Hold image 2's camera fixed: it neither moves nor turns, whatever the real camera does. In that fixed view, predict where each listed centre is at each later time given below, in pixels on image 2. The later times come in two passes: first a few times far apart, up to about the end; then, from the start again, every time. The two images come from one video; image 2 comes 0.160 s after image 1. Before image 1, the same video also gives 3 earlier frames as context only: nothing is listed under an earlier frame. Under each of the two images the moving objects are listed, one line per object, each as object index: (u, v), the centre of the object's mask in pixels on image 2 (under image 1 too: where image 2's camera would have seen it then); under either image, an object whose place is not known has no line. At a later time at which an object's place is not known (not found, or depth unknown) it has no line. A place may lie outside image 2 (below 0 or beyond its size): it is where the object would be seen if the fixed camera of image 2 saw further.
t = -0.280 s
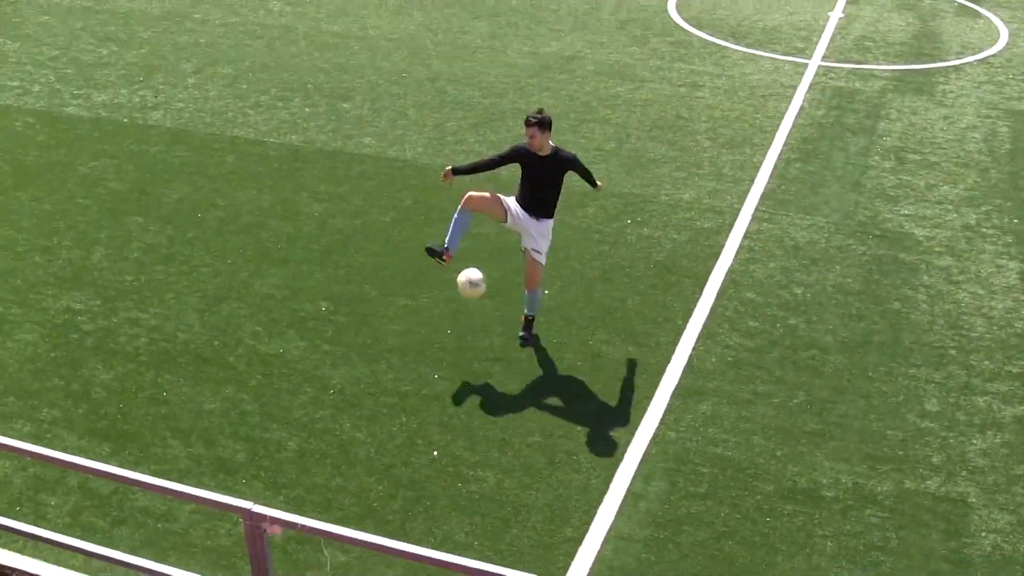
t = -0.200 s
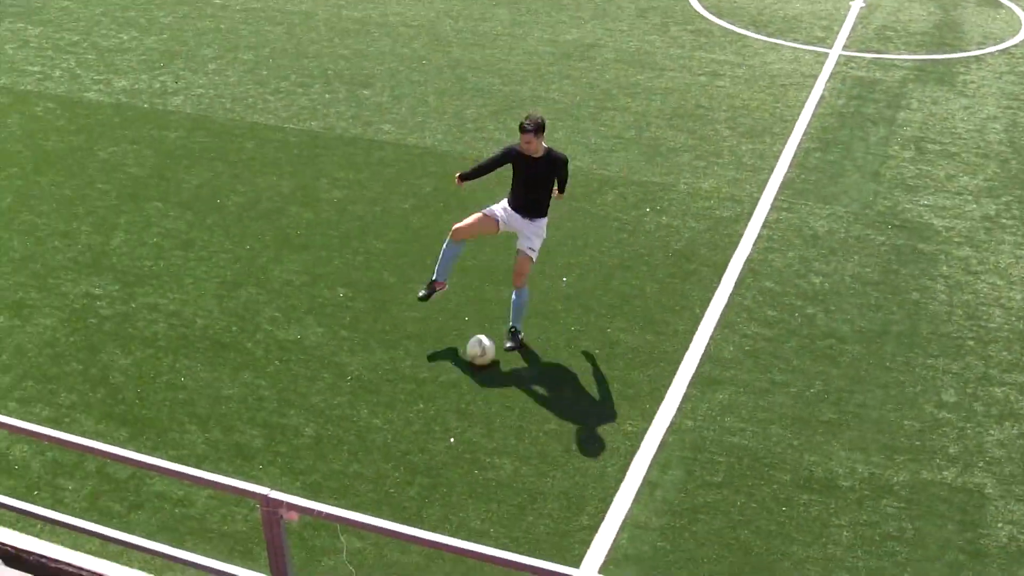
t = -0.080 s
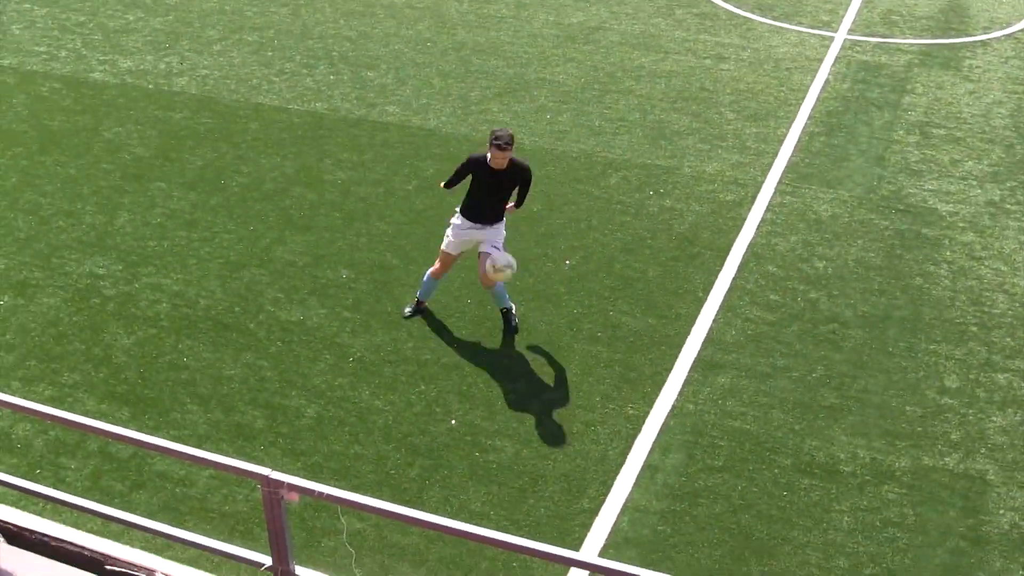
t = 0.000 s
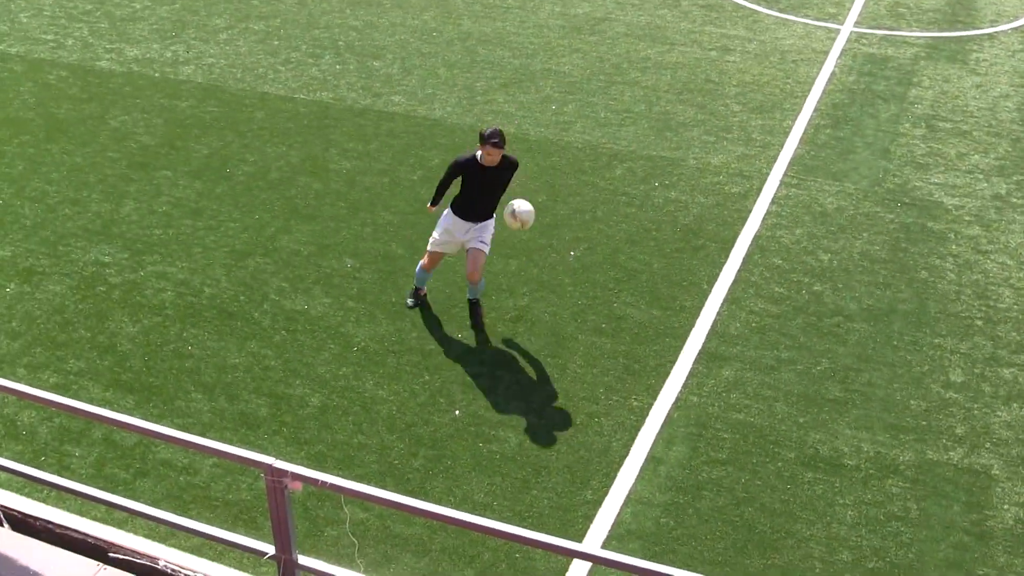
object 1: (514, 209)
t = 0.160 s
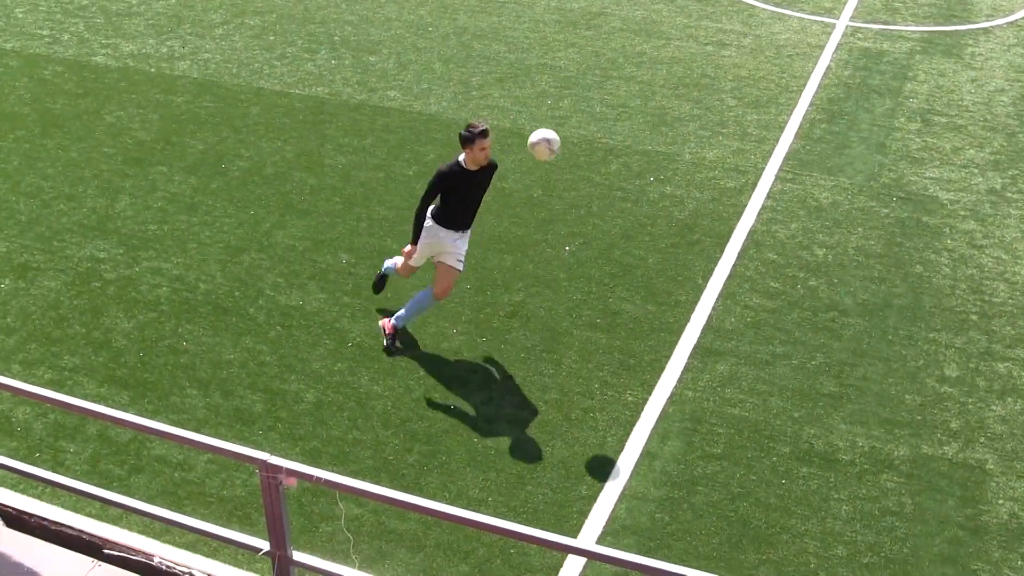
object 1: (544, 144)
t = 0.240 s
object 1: (559, 123)
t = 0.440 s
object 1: (598, 106)
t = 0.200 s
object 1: (552, 133)
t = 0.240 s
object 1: (559, 123)
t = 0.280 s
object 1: (567, 115)
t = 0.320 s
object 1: (575, 109)
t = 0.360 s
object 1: (582, 106)
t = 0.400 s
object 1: (590, 105)
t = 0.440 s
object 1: (598, 106)
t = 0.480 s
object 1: (606, 109)
